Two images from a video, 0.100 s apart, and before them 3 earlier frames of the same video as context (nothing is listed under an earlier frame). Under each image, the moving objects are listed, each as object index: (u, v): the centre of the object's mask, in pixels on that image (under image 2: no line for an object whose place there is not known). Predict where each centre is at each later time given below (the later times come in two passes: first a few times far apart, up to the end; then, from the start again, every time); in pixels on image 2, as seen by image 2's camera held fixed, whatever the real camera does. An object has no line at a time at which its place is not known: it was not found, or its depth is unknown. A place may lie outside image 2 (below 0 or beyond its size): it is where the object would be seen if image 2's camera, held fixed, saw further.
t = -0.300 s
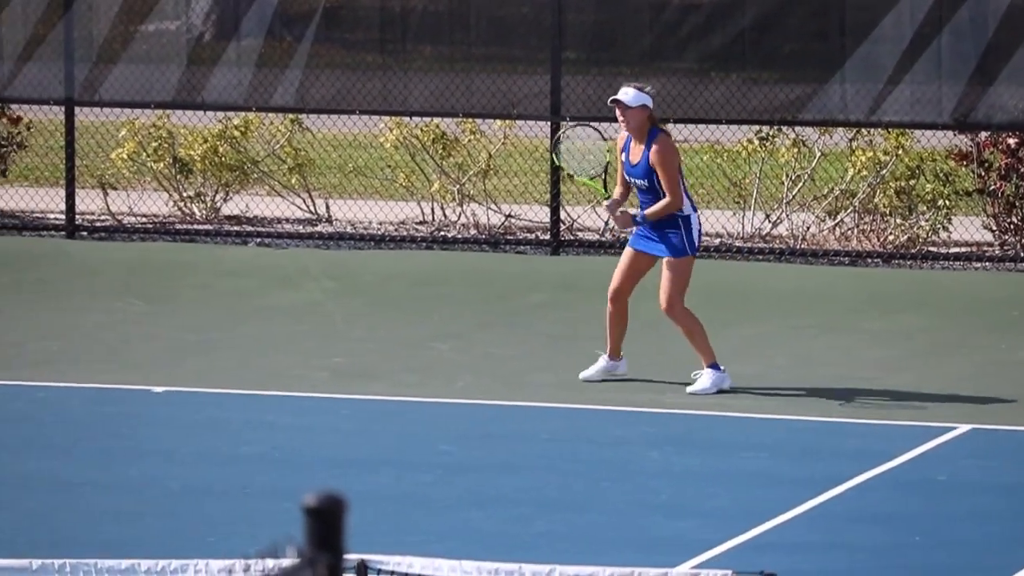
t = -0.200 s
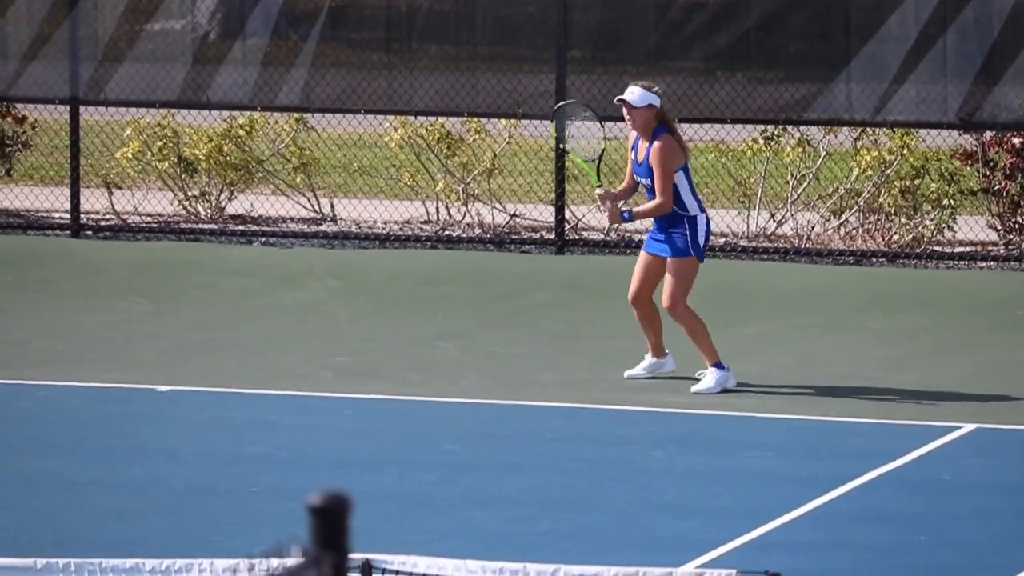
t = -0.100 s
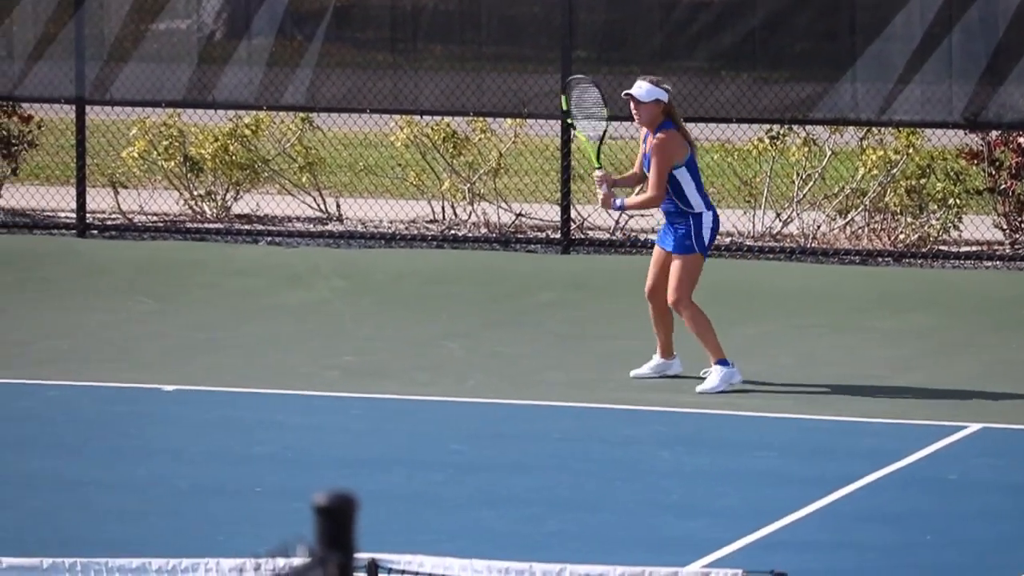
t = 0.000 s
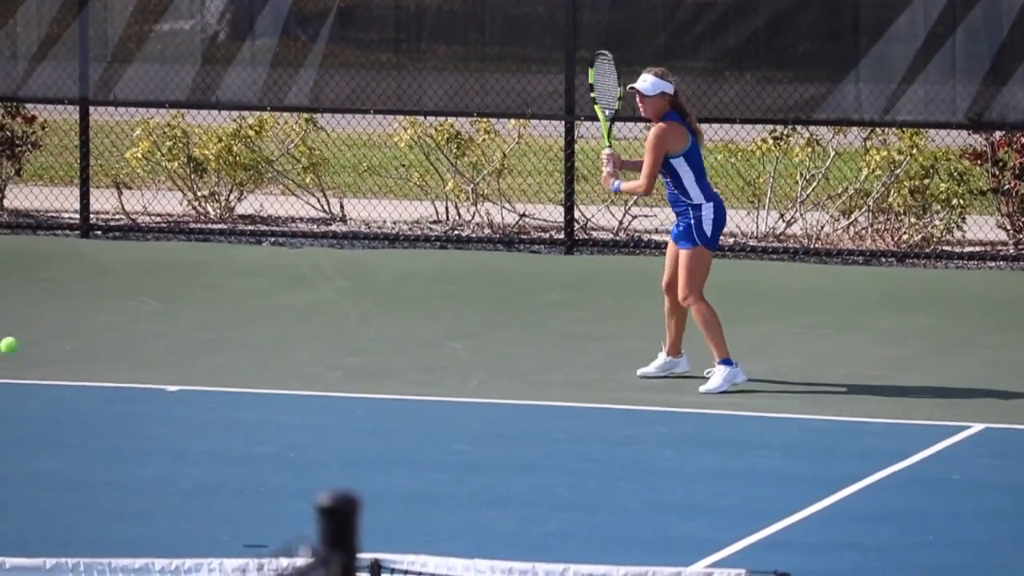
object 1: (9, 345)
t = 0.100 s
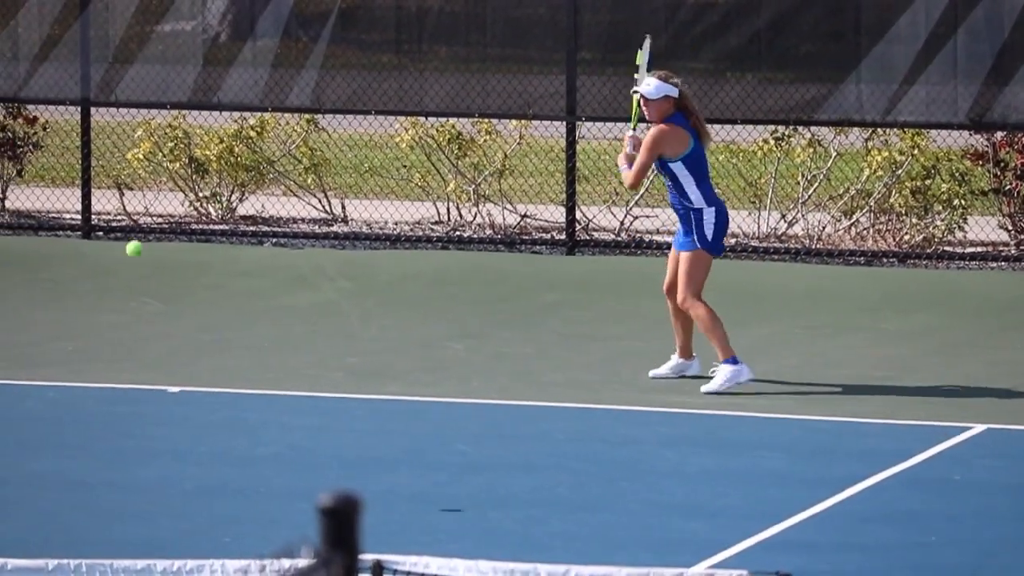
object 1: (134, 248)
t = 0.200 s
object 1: (245, 183)
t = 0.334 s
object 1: (373, 144)
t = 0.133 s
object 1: (174, 223)
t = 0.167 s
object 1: (210, 201)
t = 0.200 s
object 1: (245, 183)
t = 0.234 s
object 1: (278, 169)
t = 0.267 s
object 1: (311, 156)
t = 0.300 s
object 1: (343, 148)
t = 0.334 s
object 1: (373, 144)
